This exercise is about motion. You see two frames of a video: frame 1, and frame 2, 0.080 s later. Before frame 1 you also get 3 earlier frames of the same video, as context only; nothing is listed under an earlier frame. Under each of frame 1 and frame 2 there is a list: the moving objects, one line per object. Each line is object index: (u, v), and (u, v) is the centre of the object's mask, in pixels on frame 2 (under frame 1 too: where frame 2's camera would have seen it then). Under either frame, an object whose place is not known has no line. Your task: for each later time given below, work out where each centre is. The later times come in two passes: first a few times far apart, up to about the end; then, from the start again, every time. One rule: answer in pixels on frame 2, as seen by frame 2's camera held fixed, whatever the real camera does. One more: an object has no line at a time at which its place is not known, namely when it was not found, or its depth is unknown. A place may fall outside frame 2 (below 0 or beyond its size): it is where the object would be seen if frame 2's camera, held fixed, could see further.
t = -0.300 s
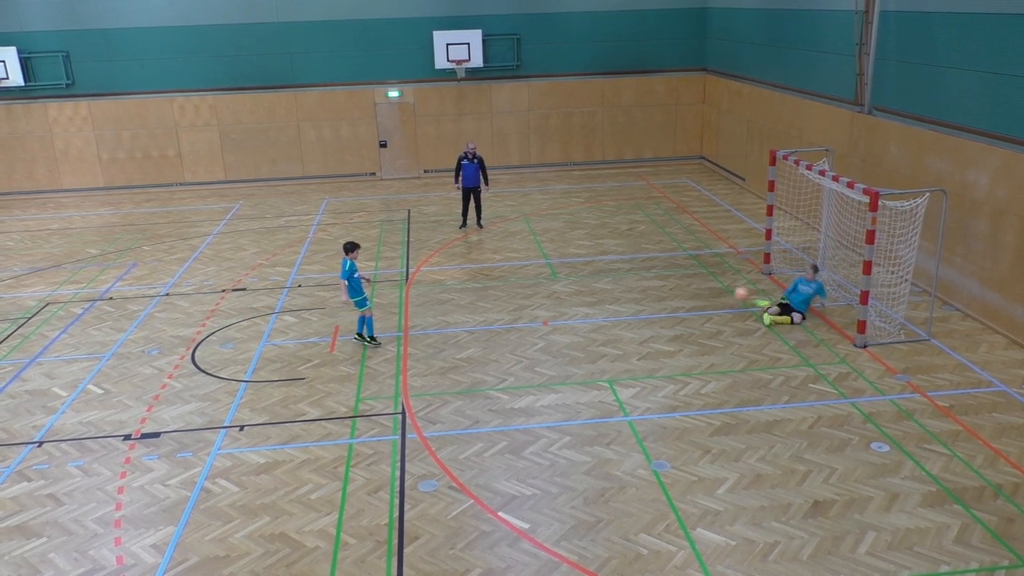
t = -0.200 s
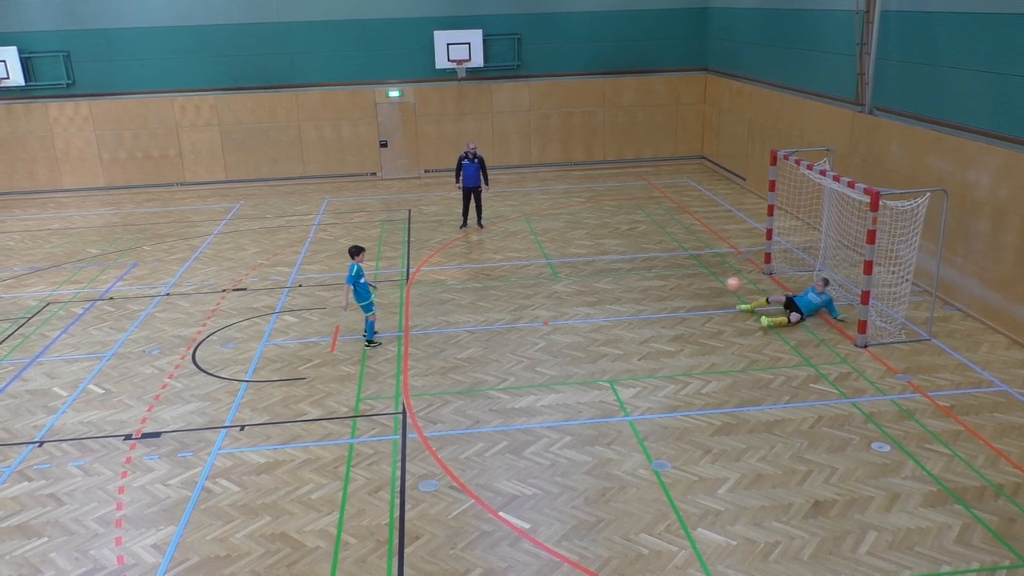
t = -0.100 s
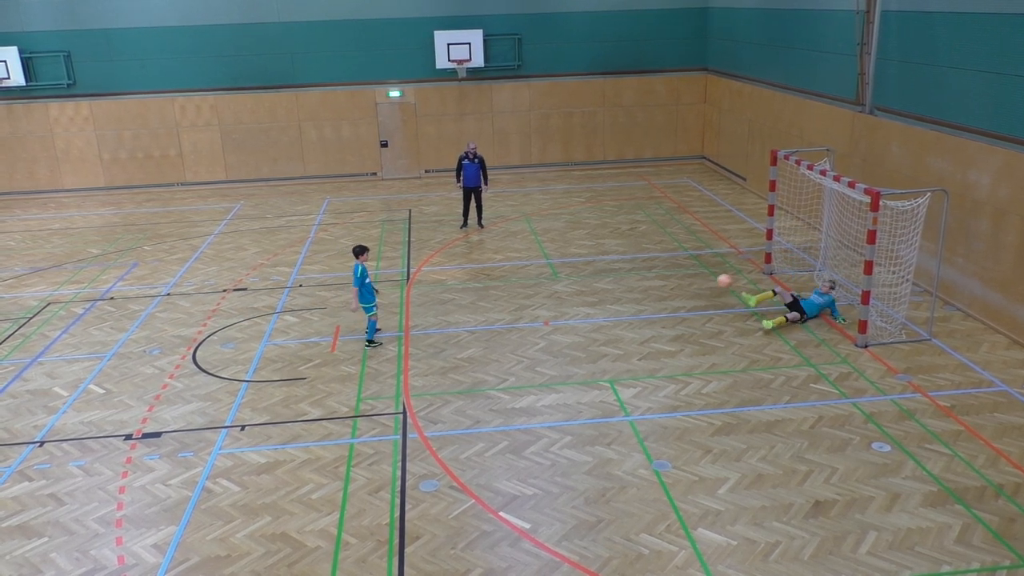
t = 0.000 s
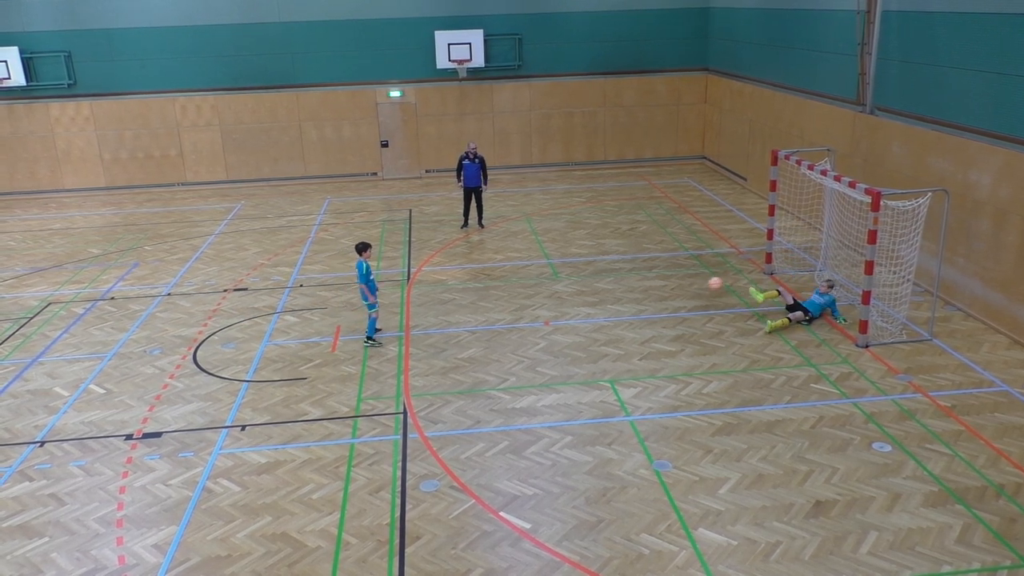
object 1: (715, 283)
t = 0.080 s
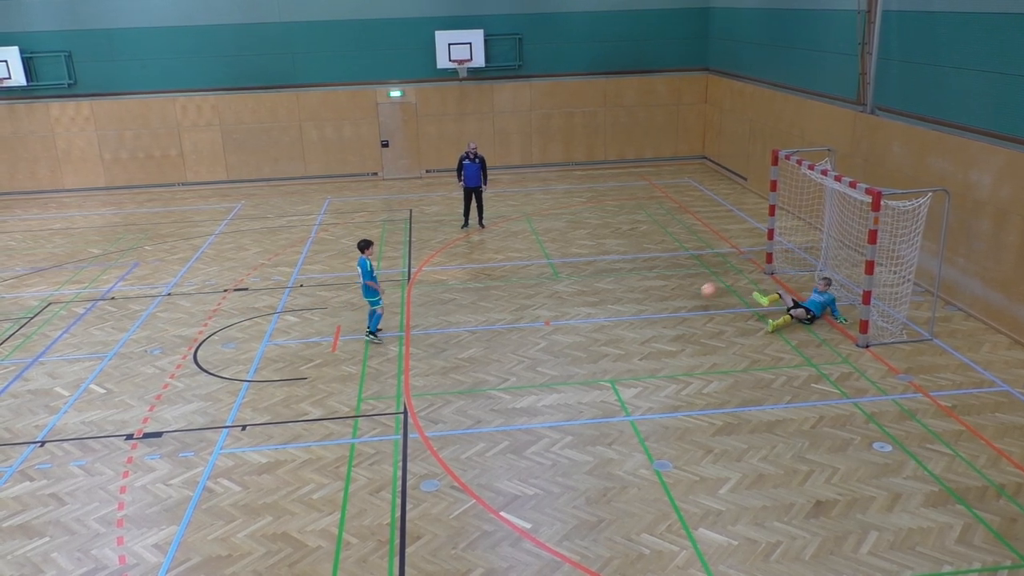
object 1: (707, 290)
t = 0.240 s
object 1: (693, 294)
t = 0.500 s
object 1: (674, 289)
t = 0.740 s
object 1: (656, 293)
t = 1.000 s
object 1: (636, 300)
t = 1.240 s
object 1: (618, 299)
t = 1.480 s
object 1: (601, 299)
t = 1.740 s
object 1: (582, 298)
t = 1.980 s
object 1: (565, 299)
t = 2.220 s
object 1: (549, 298)
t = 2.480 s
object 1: (531, 298)
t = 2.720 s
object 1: (516, 297)
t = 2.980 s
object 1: (500, 296)
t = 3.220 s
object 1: (485, 296)
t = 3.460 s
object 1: (470, 296)
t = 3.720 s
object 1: (455, 295)
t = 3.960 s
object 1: (441, 294)
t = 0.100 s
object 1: (705, 293)
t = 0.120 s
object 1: (703, 296)
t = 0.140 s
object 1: (701, 298)
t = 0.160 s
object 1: (699, 302)
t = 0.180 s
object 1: (698, 302)
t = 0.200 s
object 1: (696, 299)
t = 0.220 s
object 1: (695, 296)
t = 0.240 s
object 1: (693, 294)
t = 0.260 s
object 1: (692, 292)
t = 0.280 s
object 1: (691, 290)
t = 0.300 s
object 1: (689, 289)
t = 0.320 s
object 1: (688, 288)
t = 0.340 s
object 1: (686, 287)
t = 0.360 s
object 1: (684, 286)
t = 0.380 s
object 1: (683, 286)
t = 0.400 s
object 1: (682, 286)
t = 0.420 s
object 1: (680, 286)
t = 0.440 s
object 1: (678, 287)
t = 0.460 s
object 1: (677, 287)
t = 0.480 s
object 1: (676, 288)
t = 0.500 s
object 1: (674, 289)
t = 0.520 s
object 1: (673, 290)
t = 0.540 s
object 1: (671, 292)
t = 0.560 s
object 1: (669, 294)
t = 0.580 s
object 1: (668, 297)
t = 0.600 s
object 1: (666, 300)
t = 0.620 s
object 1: (665, 302)
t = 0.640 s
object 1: (663, 301)
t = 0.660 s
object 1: (662, 299)
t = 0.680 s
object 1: (660, 296)
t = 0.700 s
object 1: (659, 295)
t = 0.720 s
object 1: (658, 294)
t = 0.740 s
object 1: (656, 293)
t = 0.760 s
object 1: (654, 292)
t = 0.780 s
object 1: (653, 292)
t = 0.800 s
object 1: (651, 292)
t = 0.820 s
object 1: (650, 291)
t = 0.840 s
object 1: (648, 292)
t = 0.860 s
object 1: (647, 293)
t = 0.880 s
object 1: (645, 293)
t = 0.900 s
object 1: (644, 294)
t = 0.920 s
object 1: (642, 296)
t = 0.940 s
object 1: (640, 298)
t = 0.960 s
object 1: (639, 300)
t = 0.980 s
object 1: (637, 301)
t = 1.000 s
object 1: (636, 300)
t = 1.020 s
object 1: (635, 298)
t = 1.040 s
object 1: (634, 297)
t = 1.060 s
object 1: (632, 296)
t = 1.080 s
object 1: (630, 295)
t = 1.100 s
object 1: (629, 294)
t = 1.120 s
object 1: (628, 294)
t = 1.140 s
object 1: (626, 294)
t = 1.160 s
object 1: (624, 294)
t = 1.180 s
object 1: (623, 295)
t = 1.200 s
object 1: (622, 296)
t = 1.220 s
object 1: (620, 297)
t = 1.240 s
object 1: (618, 299)
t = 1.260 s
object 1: (617, 300)
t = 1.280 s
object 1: (616, 300)
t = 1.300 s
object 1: (614, 299)
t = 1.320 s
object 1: (613, 298)
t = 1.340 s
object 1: (611, 297)
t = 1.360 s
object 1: (610, 297)
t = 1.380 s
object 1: (609, 296)
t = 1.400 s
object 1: (607, 296)
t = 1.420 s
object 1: (606, 296)
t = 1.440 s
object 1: (604, 297)
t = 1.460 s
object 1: (603, 298)
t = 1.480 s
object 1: (601, 299)
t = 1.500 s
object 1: (600, 300)
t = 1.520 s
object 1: (598, 300)
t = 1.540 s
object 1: (597, 299)
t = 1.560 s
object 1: (595, 298)
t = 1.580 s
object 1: (594, 298)
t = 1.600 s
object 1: (592, 298)
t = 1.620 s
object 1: (591, 298)
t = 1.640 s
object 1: (590, 299)
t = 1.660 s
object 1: (588, 299)
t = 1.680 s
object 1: (587, 299)
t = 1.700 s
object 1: (585, 299)
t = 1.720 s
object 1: (584, 299)
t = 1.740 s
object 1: (582, 298)
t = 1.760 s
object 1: (581, 298)
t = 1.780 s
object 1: (580, 299)
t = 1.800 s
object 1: (578, 299)
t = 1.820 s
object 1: (577, 299)
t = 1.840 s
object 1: (575, 299)
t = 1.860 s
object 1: (574, 298)
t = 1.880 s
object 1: (573, 298)
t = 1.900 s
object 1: (571, 299)
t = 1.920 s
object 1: (569, 299)
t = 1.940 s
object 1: (568, 299)
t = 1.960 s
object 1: (566, 299)
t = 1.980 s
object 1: (565, 299)
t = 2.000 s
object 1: (564, 299)
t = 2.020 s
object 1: (562, 299)
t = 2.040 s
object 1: (561, 298)
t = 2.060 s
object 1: (560, 299)
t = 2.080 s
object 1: (559, 298)
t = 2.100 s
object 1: (557, 298)
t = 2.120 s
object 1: (556, 298)
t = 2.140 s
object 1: (555, 298)
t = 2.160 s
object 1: (553, 298)
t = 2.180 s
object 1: (552, 298)
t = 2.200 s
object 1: (550, 298)
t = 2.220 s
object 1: (549, 298)
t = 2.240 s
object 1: (548, 298)
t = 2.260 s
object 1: (547, 298)
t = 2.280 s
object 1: (545, 298)
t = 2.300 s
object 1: (544, 298)
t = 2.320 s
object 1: (543, 298)
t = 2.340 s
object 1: (541, 298)
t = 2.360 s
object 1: (540, 298)
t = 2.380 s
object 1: (538, 298)
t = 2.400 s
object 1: (537, 298)
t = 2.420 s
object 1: (535, 298)
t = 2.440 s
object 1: (534, 298)
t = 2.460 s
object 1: (533, 298)
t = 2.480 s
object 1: (531, 298)
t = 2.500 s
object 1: (530, 298)
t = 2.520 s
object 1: (529, 298)
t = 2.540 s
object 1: (528, 297)
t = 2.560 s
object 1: (526, 297)
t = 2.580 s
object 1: (525, 297)
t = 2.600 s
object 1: (523, 298)
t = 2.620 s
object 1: (522, 298)
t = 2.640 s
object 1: (521, 297)
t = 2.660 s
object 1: (519, 297)
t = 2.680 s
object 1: (518, 297)
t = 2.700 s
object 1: (517, 297)
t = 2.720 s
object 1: (516, 297)
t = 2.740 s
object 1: (514, 297)
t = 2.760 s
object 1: (513, 297)
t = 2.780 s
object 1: (512, 297)
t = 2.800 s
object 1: (511, 297)
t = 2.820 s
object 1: (509, 297)
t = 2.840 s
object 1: (508, 297)
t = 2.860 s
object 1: (507, 297)
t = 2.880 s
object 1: (505, 297)
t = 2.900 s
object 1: (504, 297)
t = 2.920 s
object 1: (503, 297)
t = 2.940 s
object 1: (502, 297)
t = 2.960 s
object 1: (501, 297)
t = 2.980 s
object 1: (500, 296)
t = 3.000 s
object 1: (498, 297)
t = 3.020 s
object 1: (497, 297)
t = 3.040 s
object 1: (495, 297)
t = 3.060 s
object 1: (494, 297)
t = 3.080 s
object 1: (493, 297)
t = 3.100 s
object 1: (492, 297)
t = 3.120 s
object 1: (490, 296)
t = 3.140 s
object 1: (489, 296)
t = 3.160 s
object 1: (488, 296)
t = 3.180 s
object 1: (487, 296)
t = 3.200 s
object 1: (486, 296)
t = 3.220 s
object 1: (485, 296)
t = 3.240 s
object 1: (484, 296)
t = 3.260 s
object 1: (482, 296)
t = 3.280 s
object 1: (481, 296)
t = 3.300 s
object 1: (479, 296)
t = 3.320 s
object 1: (478, 296)
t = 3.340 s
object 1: (477, 296)
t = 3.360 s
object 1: (476, 296)
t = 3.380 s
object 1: (475, 296)
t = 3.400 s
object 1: (474, 296)
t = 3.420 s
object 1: (472, 296)
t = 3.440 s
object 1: (471, 296)
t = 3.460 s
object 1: (470, 296)
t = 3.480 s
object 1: (469, 296)
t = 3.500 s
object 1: (468, 296)
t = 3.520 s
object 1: (467, 296)
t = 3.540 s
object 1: (466, 296)
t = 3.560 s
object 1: (465, 295)
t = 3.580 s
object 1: (463, 295)
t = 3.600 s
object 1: (462, 295)
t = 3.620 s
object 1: (461, 295)
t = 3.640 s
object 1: (460, 295)
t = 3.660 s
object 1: (458, 295)
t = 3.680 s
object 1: (457, 295)
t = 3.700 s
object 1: (456, 295)
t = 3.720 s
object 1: (455, 295)
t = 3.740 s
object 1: (454, 295)
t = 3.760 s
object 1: (453, 295)
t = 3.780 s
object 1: (451, 295)
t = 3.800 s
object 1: (450, 295)
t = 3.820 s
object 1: (449, 295)
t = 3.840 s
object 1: (448, 295)
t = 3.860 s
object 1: (447, 295)
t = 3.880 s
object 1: (446, 295)
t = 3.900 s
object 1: (445, 295)
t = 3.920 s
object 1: (444, 294)
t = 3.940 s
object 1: (443, 294)
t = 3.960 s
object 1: (441, 294)
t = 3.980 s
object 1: (440, 294)
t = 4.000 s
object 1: (439, 294)
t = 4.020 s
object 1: (438, 294)
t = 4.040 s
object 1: (437, 294)
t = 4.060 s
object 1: (436, 294)
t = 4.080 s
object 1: (435, 294)
